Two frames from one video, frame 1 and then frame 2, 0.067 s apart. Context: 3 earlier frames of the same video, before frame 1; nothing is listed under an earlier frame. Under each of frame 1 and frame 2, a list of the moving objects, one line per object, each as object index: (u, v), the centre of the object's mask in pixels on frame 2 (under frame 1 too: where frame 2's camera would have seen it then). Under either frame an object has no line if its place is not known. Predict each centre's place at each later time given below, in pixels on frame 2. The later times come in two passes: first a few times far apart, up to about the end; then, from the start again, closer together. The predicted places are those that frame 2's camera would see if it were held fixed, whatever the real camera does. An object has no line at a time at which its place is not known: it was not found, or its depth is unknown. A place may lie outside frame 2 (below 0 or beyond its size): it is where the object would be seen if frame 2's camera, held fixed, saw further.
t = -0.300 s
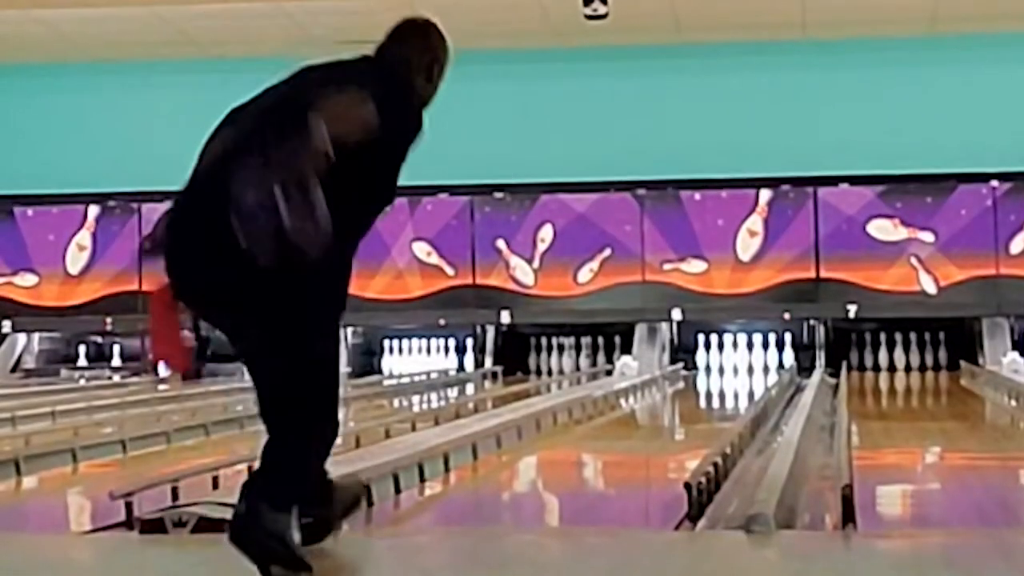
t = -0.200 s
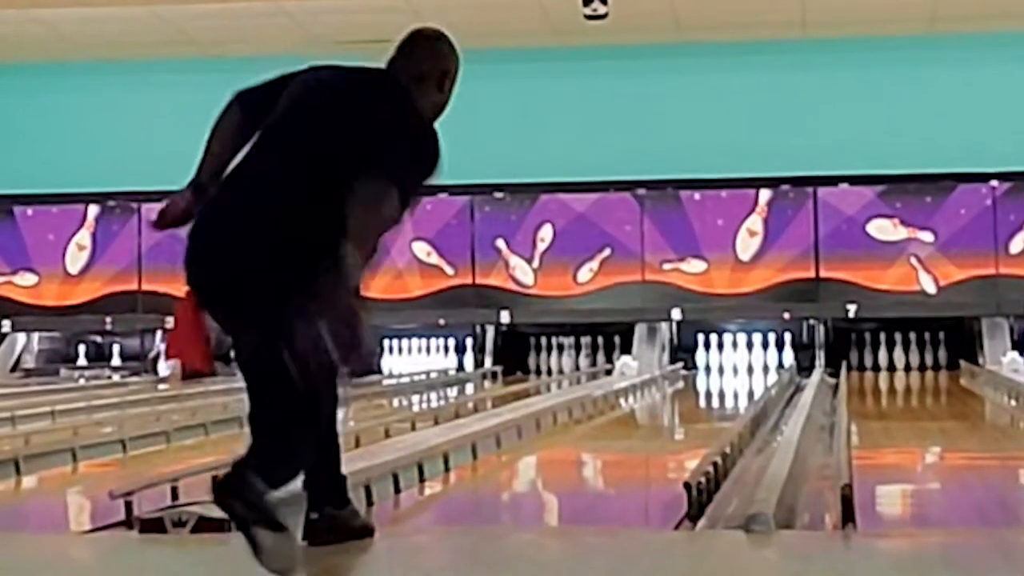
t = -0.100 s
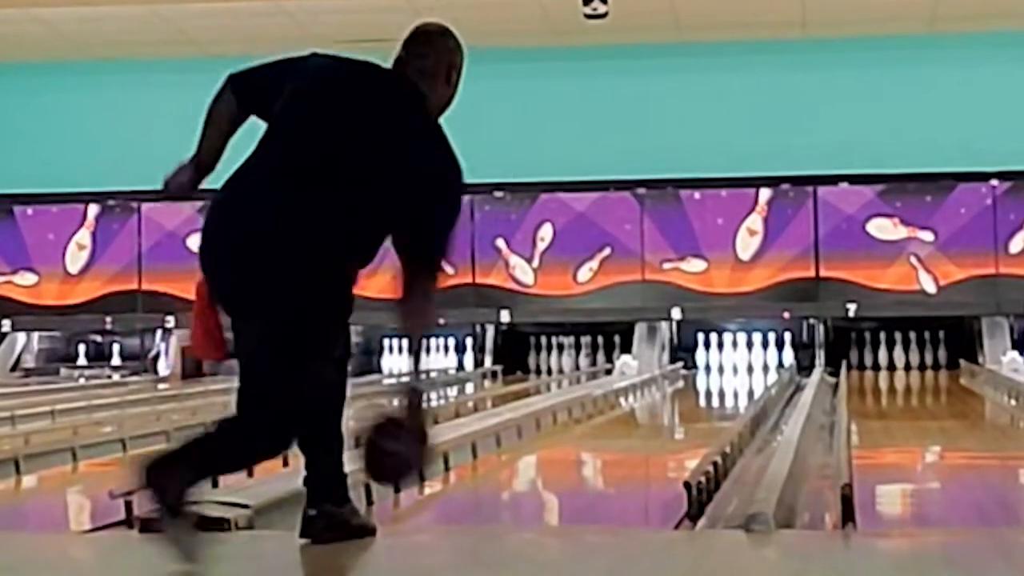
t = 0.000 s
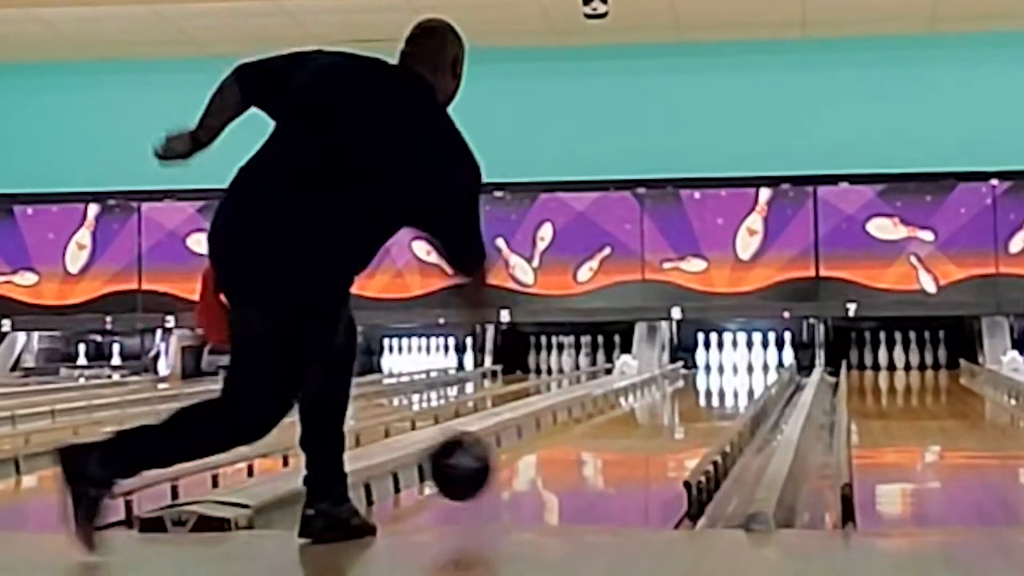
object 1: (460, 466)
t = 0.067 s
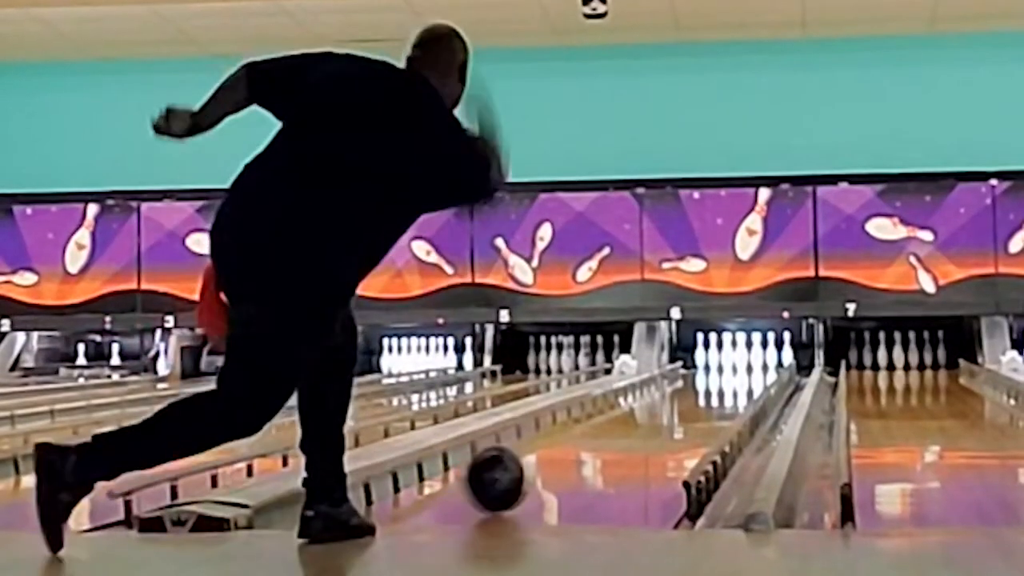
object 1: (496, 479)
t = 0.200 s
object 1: (556, 459)
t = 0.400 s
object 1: (620, 435)
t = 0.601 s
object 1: (669, 415)
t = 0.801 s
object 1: (704, 405)
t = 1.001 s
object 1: (733, 395)
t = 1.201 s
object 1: (750, 385)
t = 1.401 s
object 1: (751, 381)
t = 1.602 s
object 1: (749, 376)
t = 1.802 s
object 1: (745, 371)
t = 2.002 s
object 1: (741, 368)
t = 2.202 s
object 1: (731, 365)
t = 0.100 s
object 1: (512, 472)
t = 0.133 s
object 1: (527, 466)
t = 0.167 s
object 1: (542, 463)
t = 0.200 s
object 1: (556, 459)
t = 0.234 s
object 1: (568, 454)
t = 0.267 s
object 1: (579, 450)
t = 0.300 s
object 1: (590, 446)
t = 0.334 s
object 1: (601, 442)
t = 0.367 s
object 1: (611, 438)
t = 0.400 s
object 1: (620, 435)
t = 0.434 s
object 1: (629, 431)
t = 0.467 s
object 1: (638, 427)
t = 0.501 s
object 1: (646, 424)
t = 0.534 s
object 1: (654, 421)
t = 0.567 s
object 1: (661, 419)
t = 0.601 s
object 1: (669, 415)
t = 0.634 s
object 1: (676, 412)
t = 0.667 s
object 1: (682, 410)
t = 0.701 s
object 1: (687, 408)
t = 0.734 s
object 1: (692, 408)
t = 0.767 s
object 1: (698, 407)
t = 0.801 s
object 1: (704, 405)
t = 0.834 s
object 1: (708, 403)
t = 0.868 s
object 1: (714, 401)
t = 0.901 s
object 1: (719, 399)
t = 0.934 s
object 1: (723, 398)
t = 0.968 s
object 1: (727, 397)
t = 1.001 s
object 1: (733, 395)
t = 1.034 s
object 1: (736, 394)
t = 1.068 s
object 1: (739, 392)
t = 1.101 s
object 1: (743, 390)
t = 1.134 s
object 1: (746, 388)
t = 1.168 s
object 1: (748, 387)
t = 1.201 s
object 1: (750, 385)
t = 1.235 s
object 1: (752, 384)
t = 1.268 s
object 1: (752, 383)
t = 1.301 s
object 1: (752, 383)
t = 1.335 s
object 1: (752, 382)
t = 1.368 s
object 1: (752, 381)
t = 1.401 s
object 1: (751, 381)
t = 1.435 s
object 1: (751, 380)
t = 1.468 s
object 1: (752, 379)
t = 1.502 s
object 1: (752, 378)
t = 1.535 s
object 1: (751, 377)
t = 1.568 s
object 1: (750, 376)
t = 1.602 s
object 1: (749, 376)
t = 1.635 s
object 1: (749, 375)
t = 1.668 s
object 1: (748, 374)
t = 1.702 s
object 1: (748, 373)
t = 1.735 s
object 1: (747, 372)
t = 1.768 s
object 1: (746, 372)
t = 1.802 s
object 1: (745, 371)
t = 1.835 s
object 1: (745, 370)
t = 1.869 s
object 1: (744, 370)
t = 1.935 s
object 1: (743, 369)
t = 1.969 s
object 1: (741, 368)
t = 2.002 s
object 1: (741, 368)
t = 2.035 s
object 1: (740, 367)
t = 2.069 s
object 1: (739, 367)
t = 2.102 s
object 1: (738, 366)
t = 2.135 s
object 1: (735, 365)
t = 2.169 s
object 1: (732, 365)
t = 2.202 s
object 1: (731, 365)
